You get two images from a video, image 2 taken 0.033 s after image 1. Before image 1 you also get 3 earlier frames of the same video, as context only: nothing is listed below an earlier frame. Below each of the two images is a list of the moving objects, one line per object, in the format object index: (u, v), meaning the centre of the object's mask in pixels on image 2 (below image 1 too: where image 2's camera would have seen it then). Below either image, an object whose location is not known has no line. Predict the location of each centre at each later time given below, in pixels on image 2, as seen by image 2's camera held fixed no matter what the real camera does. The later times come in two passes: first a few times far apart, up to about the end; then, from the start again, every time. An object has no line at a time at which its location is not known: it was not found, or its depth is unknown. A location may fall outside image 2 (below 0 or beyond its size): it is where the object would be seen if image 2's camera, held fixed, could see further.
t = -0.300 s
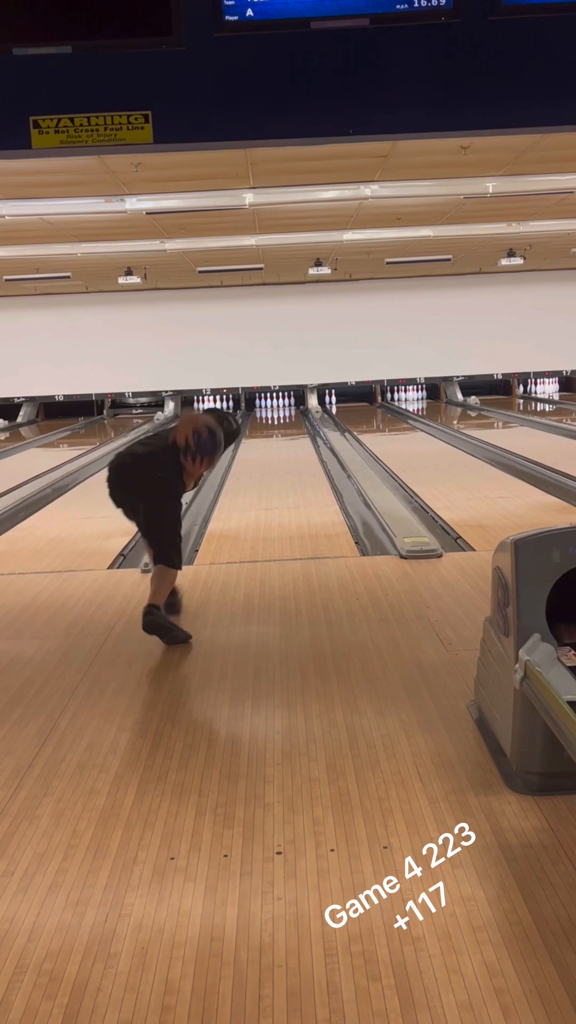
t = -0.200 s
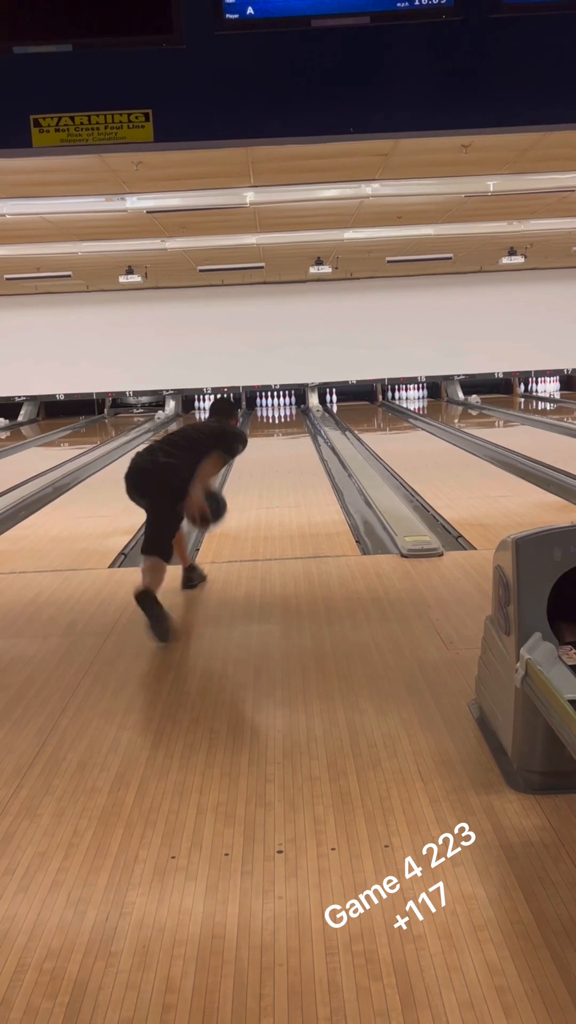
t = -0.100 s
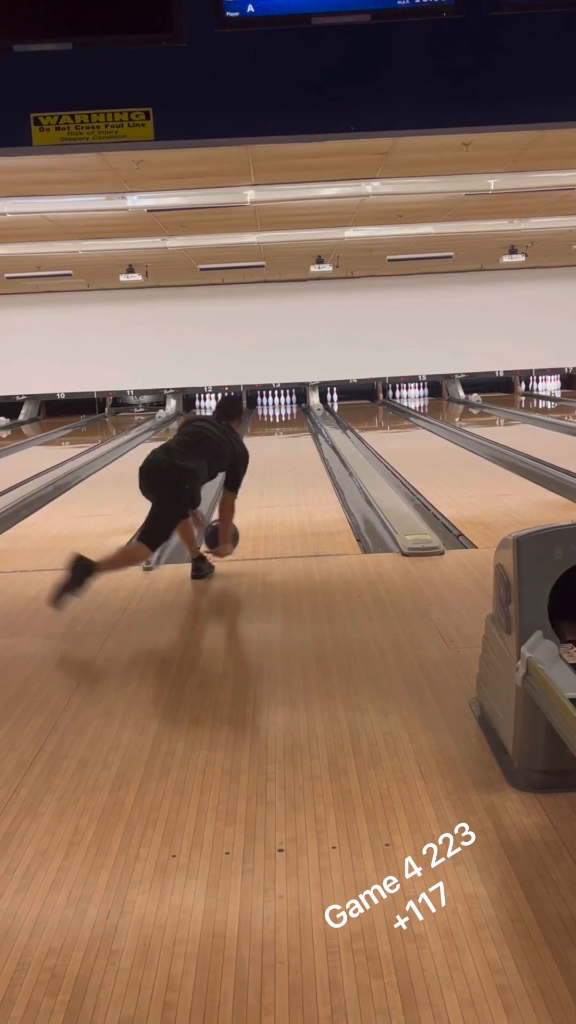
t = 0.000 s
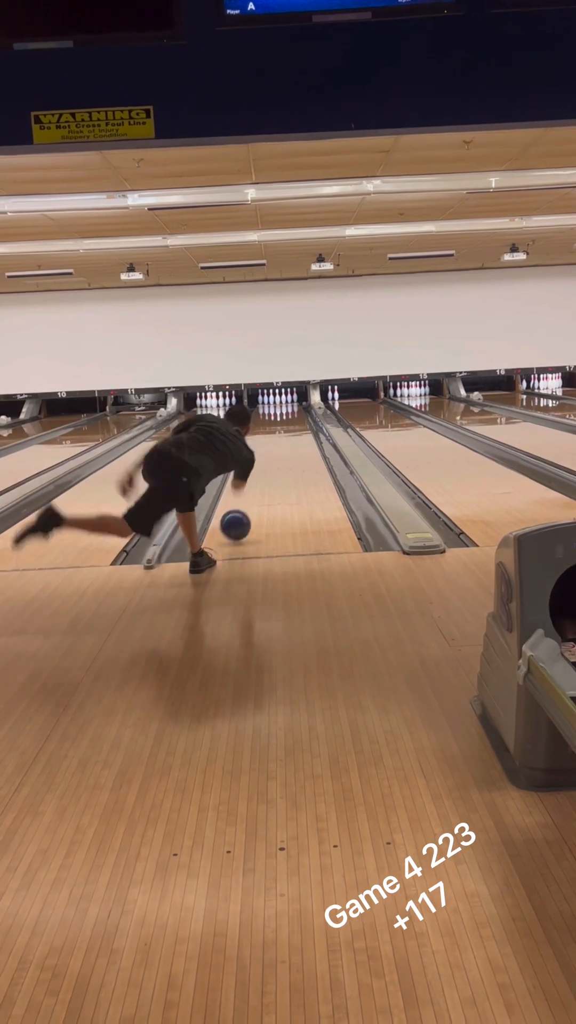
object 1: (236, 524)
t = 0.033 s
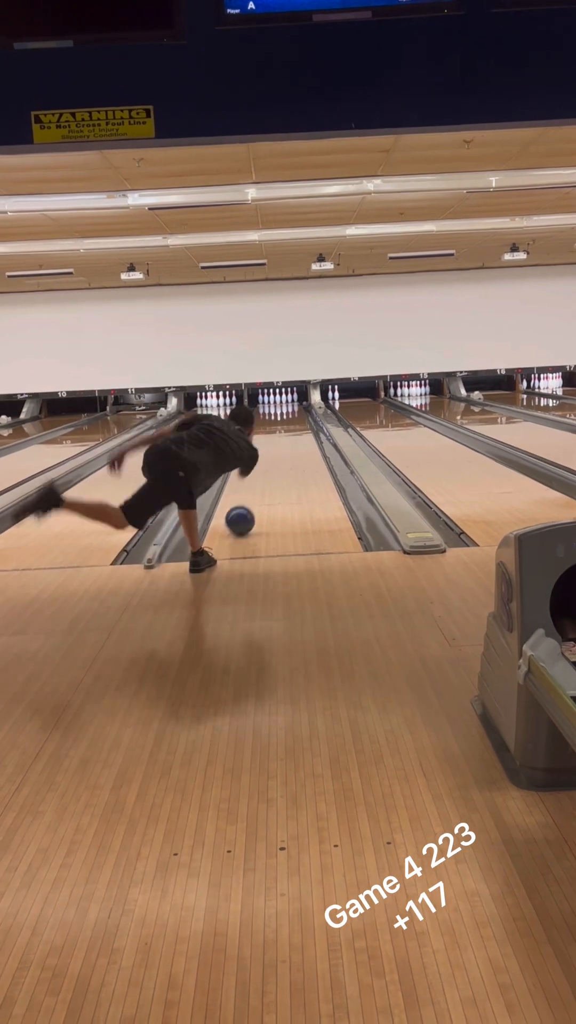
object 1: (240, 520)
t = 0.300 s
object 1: (263, 480)
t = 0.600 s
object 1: (278, 453)
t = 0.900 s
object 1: (288, 435)
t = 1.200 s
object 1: (293, 423)
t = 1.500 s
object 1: (296, 414)
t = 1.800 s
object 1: (295, 407)
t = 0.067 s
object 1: (244, 514)
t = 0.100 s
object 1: (247, 508)
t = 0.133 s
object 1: (250, 502)
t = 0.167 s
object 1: (253, 497)
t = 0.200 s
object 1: (256, 492)
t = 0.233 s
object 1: (259, 488)
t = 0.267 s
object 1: (261, 484)
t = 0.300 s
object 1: (263, 480)
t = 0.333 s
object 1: (265, 476)
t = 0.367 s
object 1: (267, 473)
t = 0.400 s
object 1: (269, 469)
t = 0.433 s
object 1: (271, 466)
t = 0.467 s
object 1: (274, 464)
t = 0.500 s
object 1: (274, 460)
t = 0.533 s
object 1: (276, 458)
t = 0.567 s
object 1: (277, 455)
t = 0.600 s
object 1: (278, 453)
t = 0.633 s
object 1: (280, 450)
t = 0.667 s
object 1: (281, 448)
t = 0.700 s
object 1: (282, 446)
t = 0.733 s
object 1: (283, 444)
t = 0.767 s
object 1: (284, 442)
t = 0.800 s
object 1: (285, 440)
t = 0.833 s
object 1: (286, 438)
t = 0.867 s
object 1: (287, 437)
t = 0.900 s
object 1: (288, 435)
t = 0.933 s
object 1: (288, 433)
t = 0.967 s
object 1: (289, 432)
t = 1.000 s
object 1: (290, 431)
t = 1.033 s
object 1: (290, 429)
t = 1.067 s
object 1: (291, 428)
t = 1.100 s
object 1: (292, 427)
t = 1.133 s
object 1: (292, 425)
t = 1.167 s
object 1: (293, 424)
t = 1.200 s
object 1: (293, 423)
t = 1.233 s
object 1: (294, 421)
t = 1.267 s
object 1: (294, 421)
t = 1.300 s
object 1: (295, 420)
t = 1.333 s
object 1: (295, 418)
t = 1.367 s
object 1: (295, 417)
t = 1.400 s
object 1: (296, 416)
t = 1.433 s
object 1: (296, 415)
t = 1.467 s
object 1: (296, 414)
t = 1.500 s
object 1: (296, 414)
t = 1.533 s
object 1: (296, 413)
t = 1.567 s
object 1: (296, 412)
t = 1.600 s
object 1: (296, 411)
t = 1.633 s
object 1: (296, 410)
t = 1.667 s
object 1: (296, 409)
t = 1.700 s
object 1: (296, 409)
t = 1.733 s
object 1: (295, 408)
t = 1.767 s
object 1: (295, 407)
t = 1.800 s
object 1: (295, 407)
